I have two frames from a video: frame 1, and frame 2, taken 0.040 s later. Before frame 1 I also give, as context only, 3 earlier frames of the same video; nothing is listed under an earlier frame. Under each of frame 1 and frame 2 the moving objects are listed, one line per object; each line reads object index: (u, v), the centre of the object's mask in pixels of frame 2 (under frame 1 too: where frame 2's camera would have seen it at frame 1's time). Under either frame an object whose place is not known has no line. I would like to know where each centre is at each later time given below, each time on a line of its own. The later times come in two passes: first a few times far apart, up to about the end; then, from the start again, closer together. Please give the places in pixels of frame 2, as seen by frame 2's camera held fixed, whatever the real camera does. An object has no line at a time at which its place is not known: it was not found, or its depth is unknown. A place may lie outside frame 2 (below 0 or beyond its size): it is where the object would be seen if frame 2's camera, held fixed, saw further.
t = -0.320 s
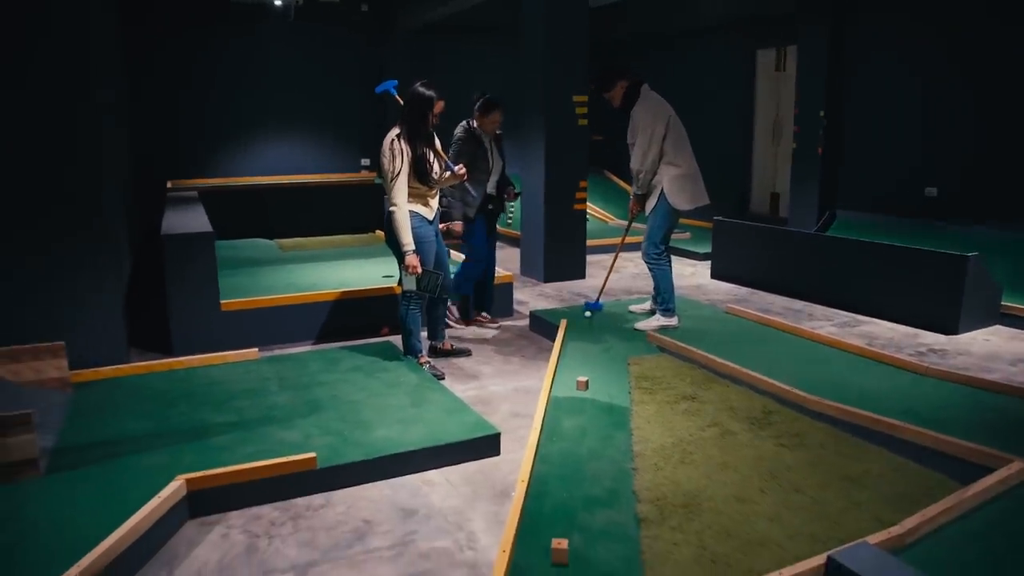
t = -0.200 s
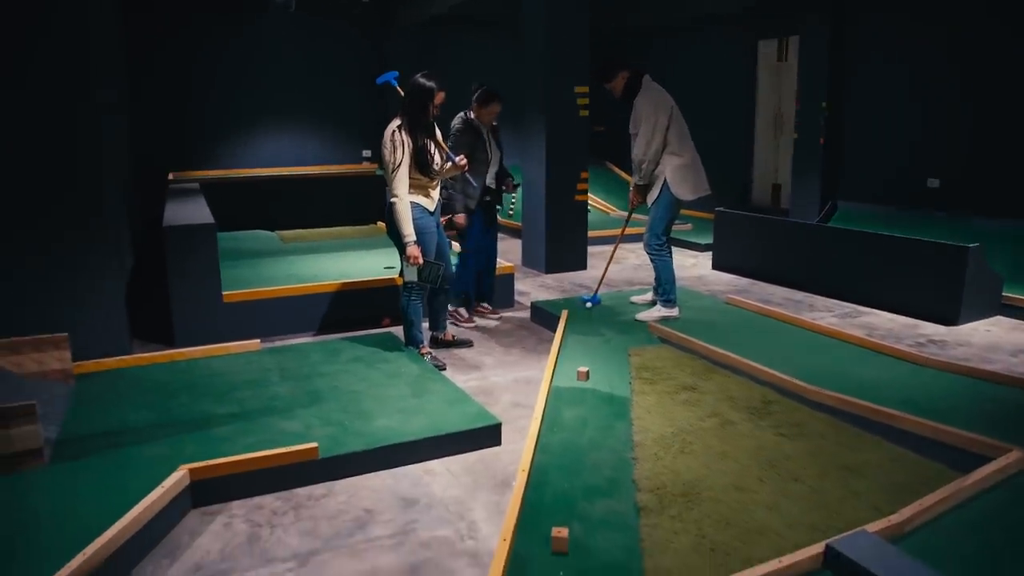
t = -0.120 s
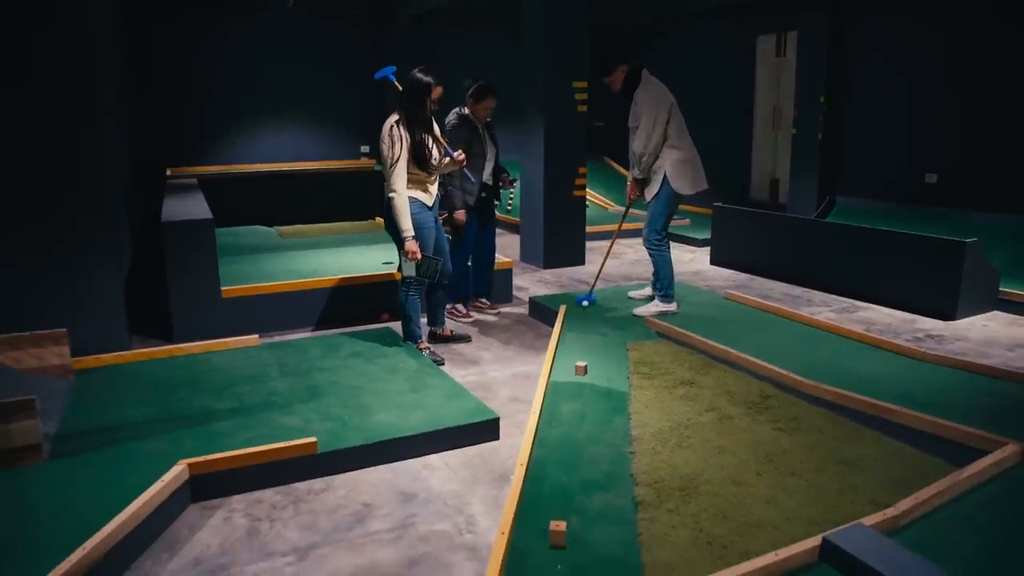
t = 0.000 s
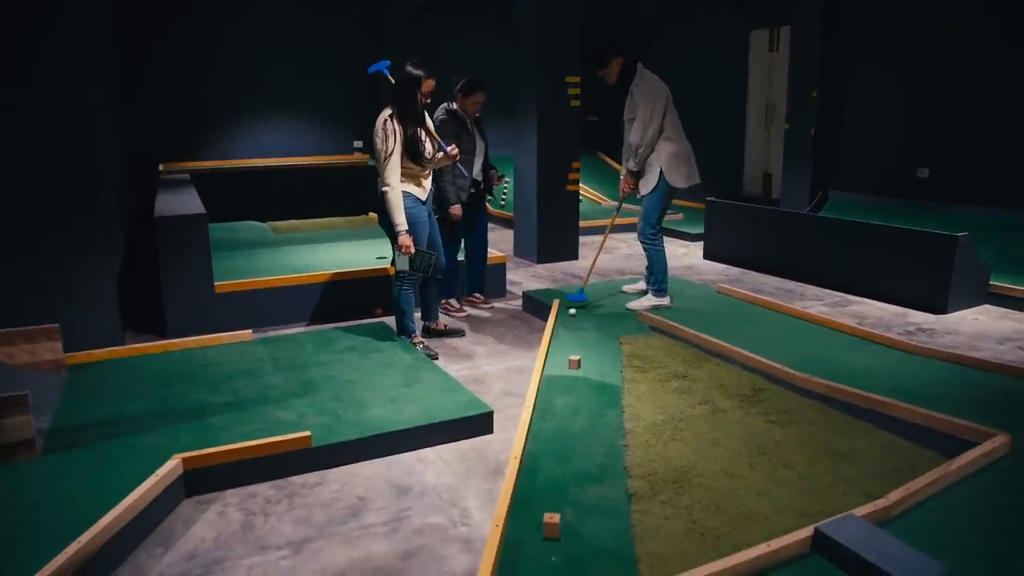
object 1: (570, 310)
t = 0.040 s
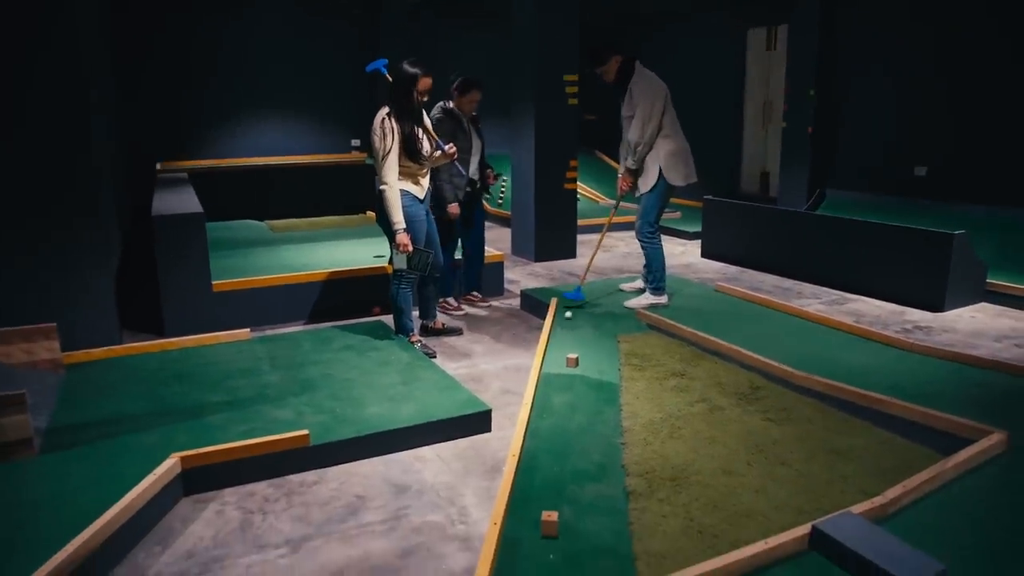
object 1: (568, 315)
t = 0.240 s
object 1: (557, 338)
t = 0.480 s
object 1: (543, 372)
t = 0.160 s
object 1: (561, 328)
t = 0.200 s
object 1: (559, 332)
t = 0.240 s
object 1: (557, 338)
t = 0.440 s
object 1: (545, 366)
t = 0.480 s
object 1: (543, 372)
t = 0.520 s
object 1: (542, 379)
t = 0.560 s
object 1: (542, 386)
